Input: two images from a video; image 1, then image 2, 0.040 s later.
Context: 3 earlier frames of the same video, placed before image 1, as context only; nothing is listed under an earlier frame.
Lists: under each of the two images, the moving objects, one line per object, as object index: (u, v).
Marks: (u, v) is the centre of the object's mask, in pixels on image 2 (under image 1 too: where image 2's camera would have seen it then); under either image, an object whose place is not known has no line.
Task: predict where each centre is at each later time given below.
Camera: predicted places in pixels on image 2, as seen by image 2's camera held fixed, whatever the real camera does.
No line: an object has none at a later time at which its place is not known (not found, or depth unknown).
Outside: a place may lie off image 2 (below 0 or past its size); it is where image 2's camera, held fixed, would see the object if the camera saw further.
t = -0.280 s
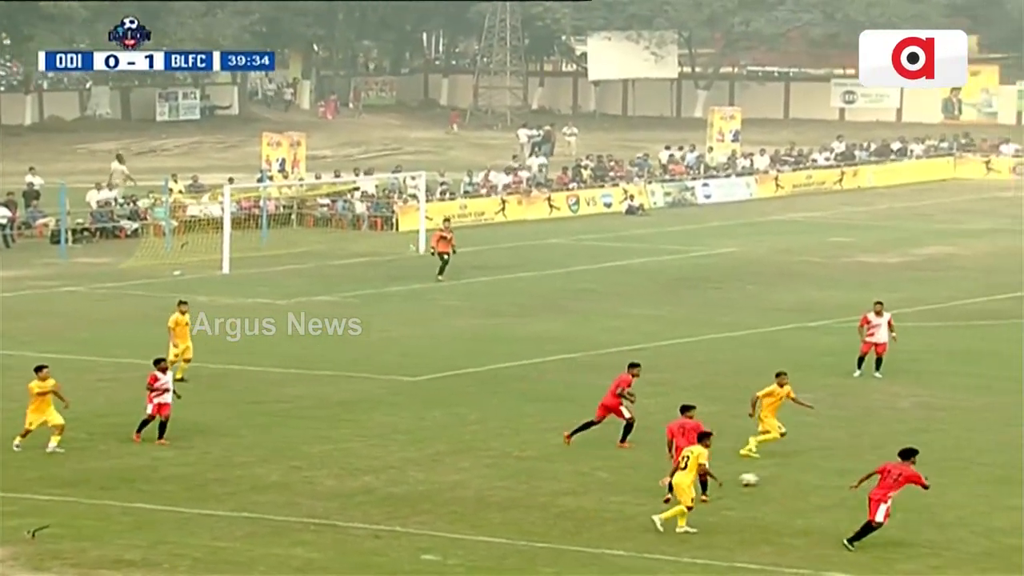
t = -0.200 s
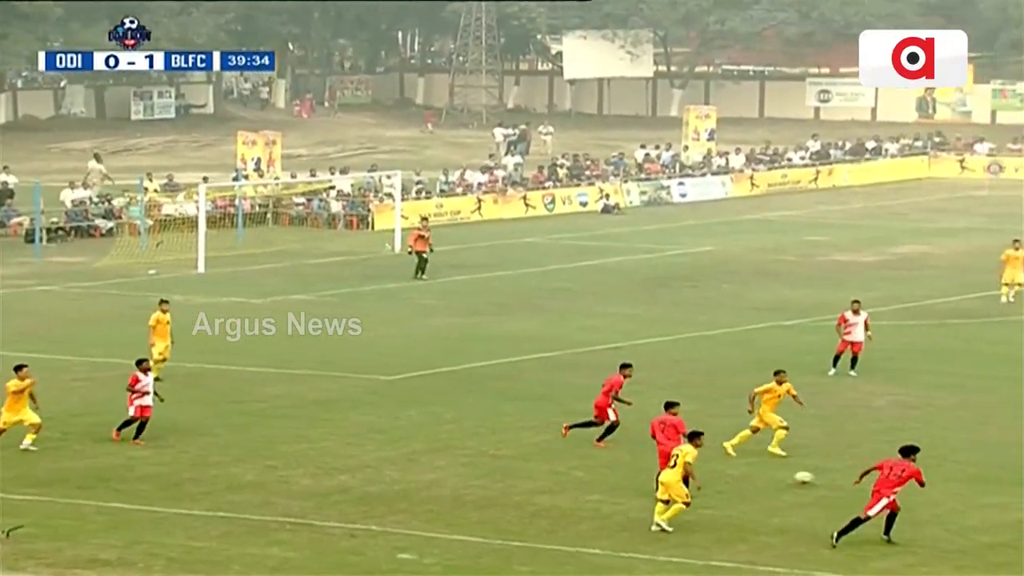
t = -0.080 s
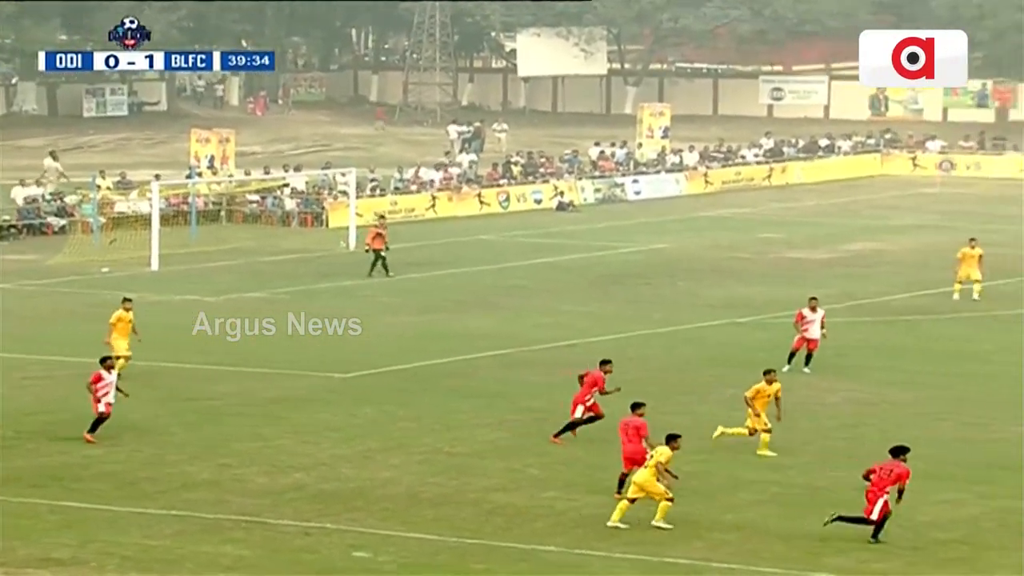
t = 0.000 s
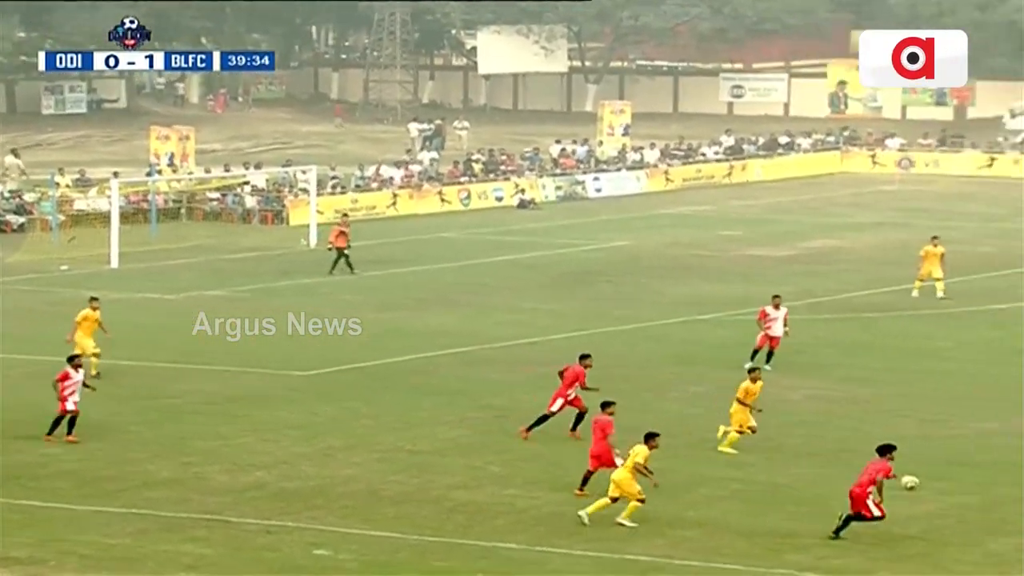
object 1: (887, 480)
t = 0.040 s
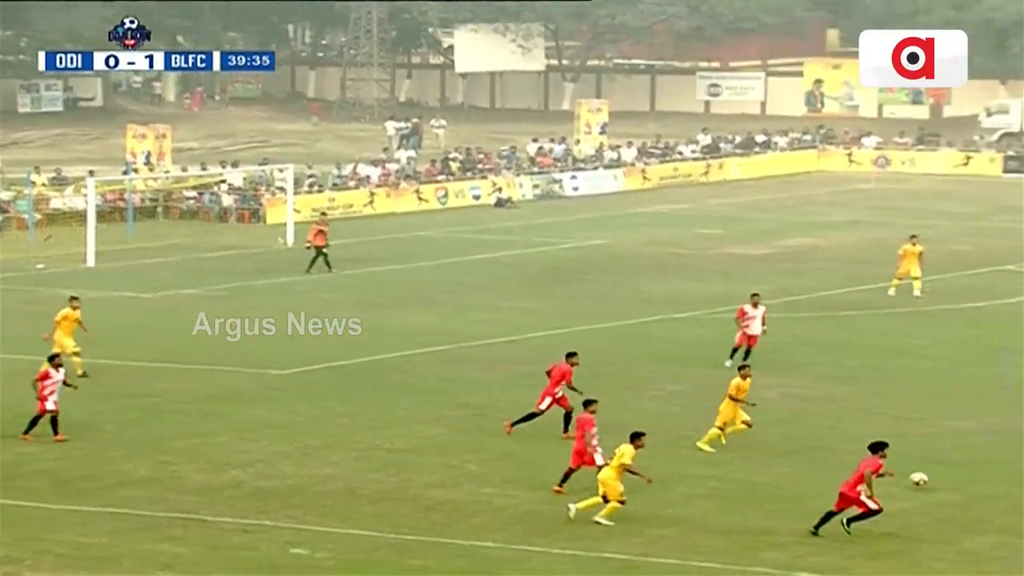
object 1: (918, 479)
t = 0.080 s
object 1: (951, 479)
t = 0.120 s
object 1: (982, 480)
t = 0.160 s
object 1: (1014, 483)
